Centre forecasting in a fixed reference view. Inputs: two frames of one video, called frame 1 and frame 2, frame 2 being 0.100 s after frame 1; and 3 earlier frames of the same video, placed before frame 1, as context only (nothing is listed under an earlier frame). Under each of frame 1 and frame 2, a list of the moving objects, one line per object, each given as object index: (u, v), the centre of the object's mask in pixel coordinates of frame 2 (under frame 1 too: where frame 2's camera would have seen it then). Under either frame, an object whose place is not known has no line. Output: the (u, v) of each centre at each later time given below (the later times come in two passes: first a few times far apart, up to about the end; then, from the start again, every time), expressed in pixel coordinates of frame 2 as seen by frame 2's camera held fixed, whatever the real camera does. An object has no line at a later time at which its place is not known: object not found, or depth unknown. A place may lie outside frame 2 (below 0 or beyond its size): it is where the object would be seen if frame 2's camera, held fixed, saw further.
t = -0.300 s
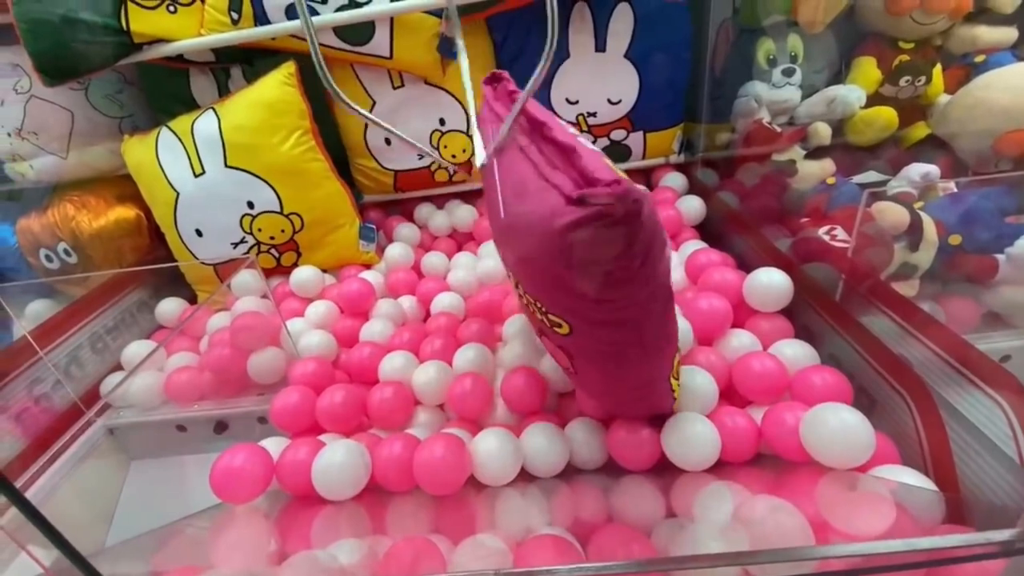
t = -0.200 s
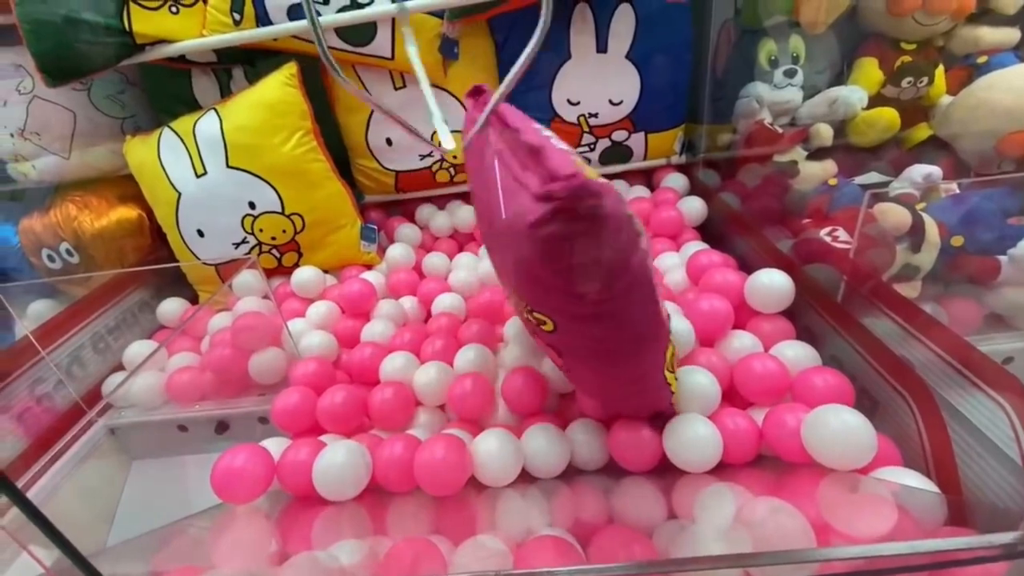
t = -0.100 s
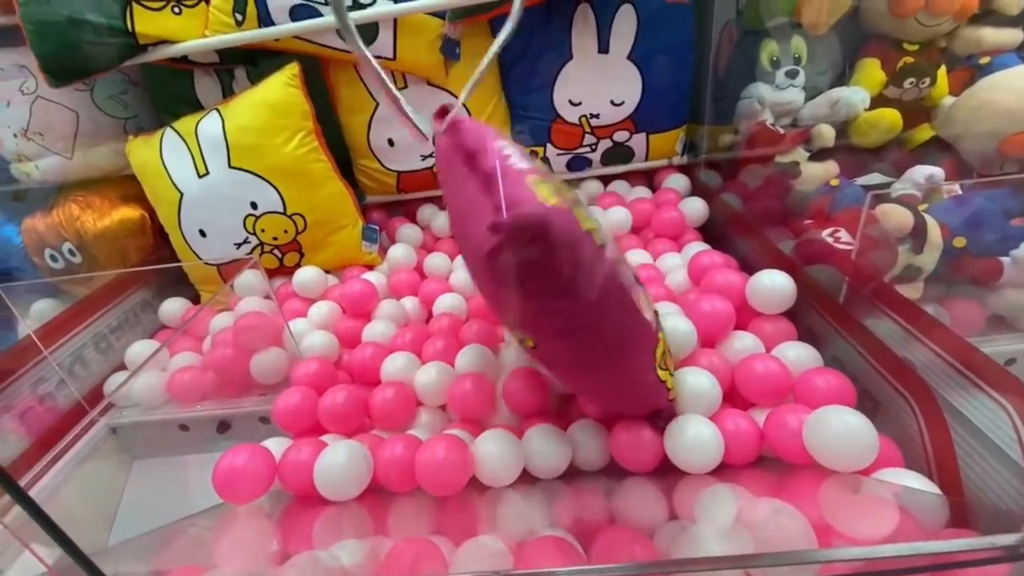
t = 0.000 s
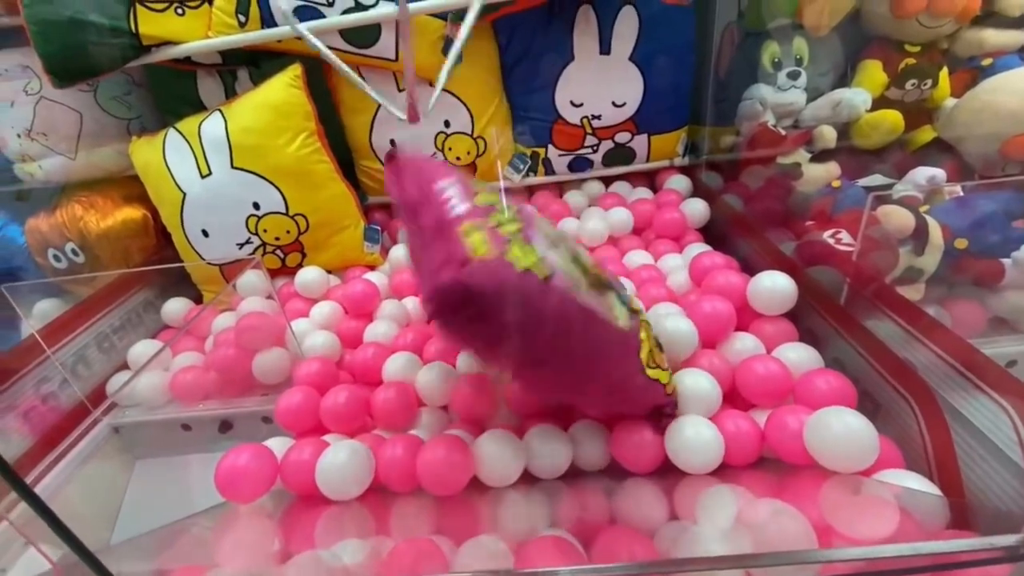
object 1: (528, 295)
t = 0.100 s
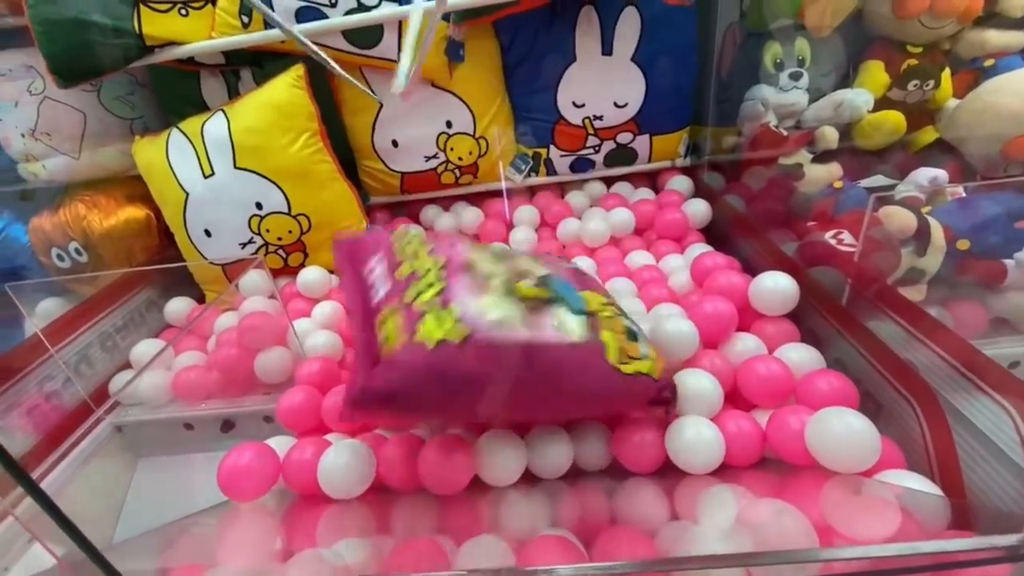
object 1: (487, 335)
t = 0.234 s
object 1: (445, 353)
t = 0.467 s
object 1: (430, 356)
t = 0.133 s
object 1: (477, 352)
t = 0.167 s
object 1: (467, 366)
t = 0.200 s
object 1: (456, 364)
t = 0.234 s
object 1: (445, 353)
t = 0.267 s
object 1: (438, 346)
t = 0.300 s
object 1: (430, 341)
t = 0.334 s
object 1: (425, 342)
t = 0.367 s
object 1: (422, 344)
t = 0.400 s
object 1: (422, 348)
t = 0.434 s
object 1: (424, 353)
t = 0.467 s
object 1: (430, 356)
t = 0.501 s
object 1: (436, 357)
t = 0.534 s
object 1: (439, 355)
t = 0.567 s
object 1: (441, 354)
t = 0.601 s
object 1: (443, 354)
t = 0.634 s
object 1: (445, 355)
